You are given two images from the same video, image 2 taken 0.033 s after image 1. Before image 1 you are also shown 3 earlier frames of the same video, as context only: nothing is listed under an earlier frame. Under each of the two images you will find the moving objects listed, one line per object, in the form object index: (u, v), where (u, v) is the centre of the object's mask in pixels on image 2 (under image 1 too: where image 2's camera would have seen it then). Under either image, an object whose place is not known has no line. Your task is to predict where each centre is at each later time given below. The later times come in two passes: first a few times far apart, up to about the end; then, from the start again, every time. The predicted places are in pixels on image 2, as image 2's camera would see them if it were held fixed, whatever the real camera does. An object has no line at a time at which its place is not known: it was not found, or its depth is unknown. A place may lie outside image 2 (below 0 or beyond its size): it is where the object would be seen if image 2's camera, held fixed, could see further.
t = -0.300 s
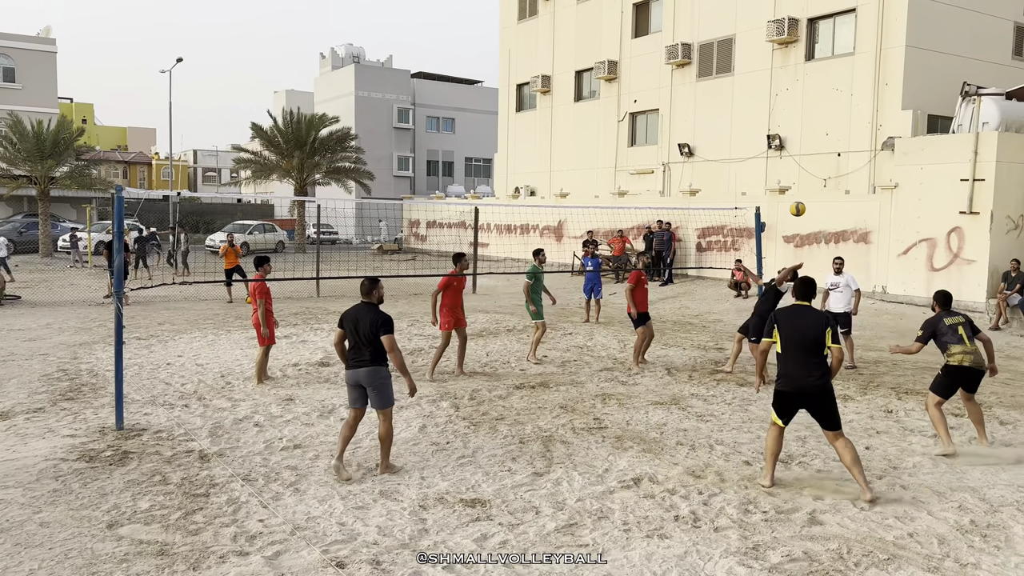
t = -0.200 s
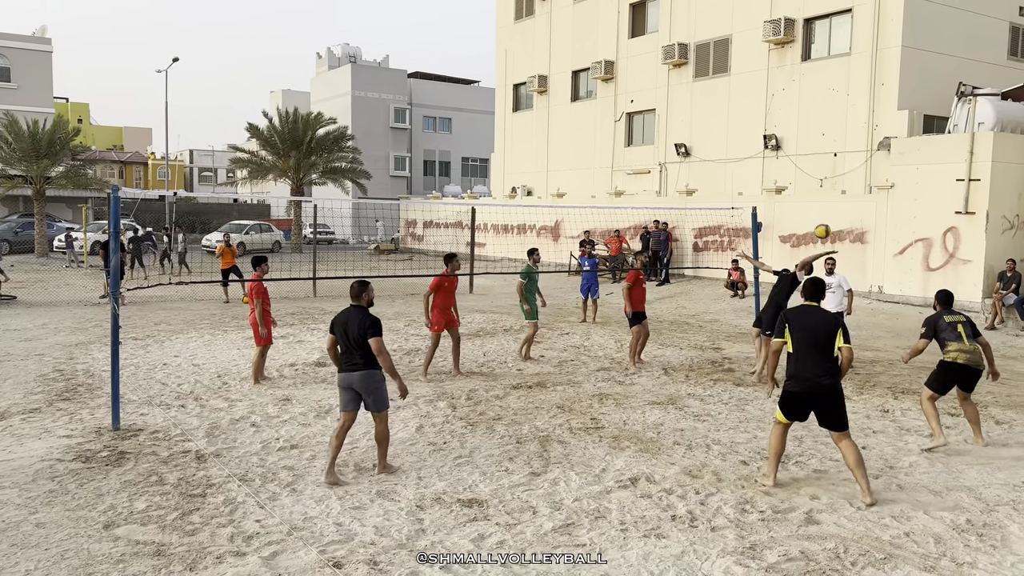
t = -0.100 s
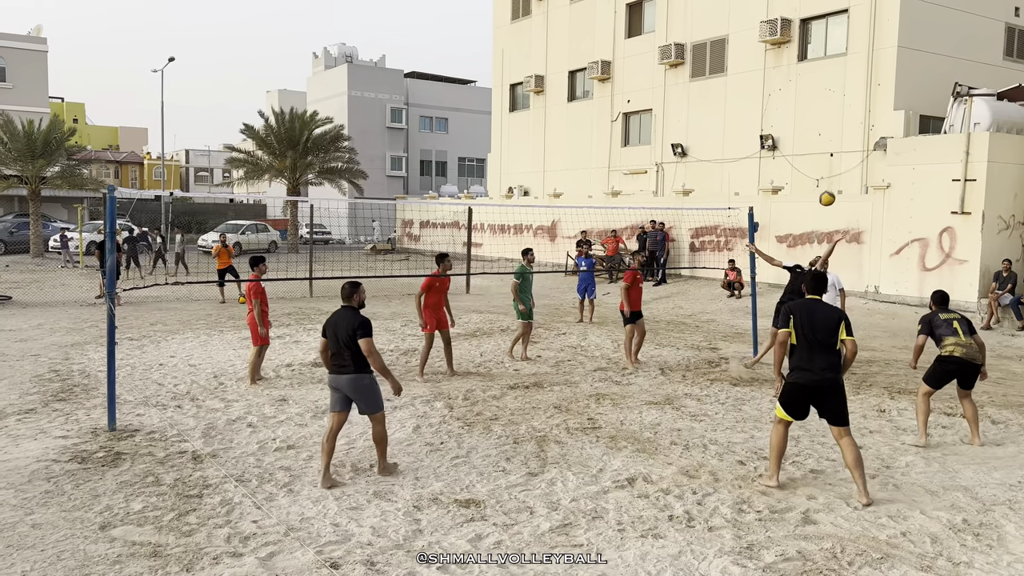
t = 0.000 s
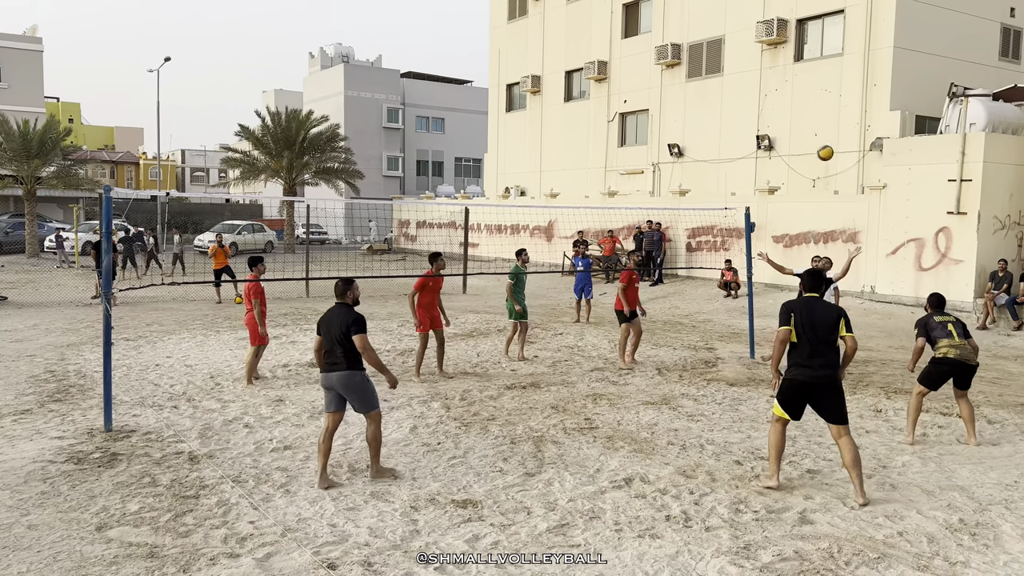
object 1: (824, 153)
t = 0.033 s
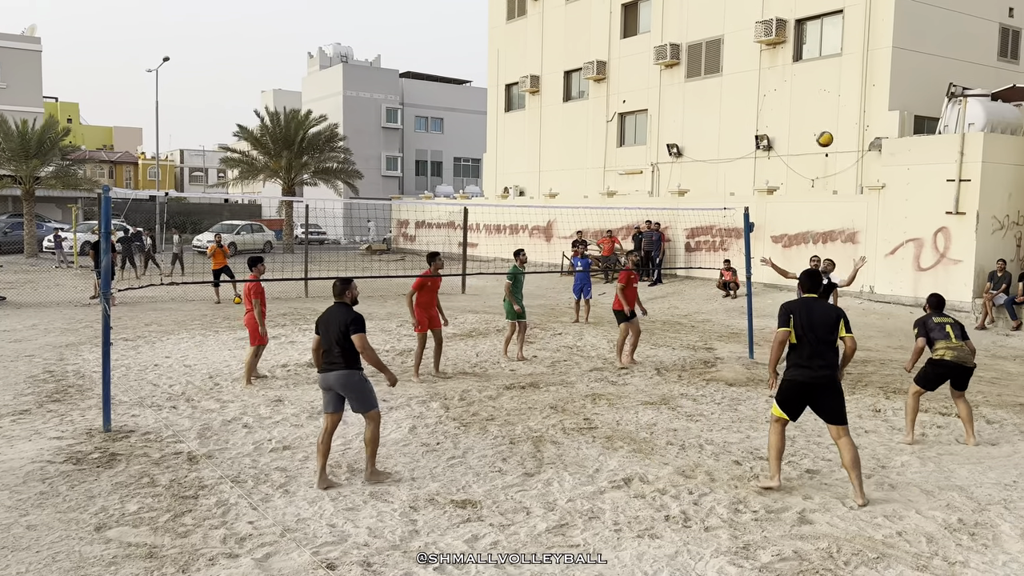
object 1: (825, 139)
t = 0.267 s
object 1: (829, 63)
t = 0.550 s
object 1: (834, 27)
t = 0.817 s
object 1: (839, 55)
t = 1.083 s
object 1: (843, 146)
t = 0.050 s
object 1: (825, 132)
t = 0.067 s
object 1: (825, 126)
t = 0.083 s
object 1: (826, 120)
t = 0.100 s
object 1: (826, 113)
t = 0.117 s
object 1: (826, 108)
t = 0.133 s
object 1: (826, 102)
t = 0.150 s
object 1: (827, 96)
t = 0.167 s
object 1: (827, 91)
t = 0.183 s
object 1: (828, 86)
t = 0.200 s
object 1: (828, 81)
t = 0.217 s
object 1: (828, 76)
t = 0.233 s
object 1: (828, 72)
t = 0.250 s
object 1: (829, 67)
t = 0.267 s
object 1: (829, 63)
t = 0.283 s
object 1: (829, 59)
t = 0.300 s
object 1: (830, 55)
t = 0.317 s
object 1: (830, 52)
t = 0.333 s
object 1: (830, 49)
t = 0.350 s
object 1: (831, 46)
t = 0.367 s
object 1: (831, 43)
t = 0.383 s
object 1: (831, 40)
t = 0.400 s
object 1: (831, 38)
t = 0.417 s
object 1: (832, 36)
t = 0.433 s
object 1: (832, 34)
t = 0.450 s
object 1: (833, 32)
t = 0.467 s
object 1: (833, 31)
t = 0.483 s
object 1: (833, 30)
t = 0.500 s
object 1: (833, 29)
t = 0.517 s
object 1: (834, 28)
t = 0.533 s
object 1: (834, 27)
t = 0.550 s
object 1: (834, 27)
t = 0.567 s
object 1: (835, 27)
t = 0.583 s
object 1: (835, 27)
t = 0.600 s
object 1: (835, 27)
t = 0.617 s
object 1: (835, 28)
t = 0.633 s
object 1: (836, 29)
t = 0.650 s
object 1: (836, 30)
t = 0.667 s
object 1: (836, 31)
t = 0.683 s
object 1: (836, 33)
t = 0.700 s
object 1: (837, 35)
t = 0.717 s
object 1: (837, 37)
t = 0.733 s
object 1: (837, 39)
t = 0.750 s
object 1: (838, 42)
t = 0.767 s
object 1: (838, 45)
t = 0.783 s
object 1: (838, 48)
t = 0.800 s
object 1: (838, 51)
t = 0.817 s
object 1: (839, 55)
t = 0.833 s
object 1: (839, 58)
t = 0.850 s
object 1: (839, 62)
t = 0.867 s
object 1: (839, 67)
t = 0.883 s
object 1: (840, 71)
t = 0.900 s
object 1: (840, 76)
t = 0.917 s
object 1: (840, 81)
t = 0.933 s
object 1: (841, 86)
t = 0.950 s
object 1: (841, 92)
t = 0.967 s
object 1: (841, 98)
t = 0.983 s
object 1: (841, 104)
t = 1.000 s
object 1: (841, 110)
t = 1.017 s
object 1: (842, 117)
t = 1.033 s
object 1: (842, 123)
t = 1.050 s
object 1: (842, 131)
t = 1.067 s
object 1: (842, 138)
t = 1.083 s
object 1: (843, 146)
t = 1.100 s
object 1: (843, 153)
